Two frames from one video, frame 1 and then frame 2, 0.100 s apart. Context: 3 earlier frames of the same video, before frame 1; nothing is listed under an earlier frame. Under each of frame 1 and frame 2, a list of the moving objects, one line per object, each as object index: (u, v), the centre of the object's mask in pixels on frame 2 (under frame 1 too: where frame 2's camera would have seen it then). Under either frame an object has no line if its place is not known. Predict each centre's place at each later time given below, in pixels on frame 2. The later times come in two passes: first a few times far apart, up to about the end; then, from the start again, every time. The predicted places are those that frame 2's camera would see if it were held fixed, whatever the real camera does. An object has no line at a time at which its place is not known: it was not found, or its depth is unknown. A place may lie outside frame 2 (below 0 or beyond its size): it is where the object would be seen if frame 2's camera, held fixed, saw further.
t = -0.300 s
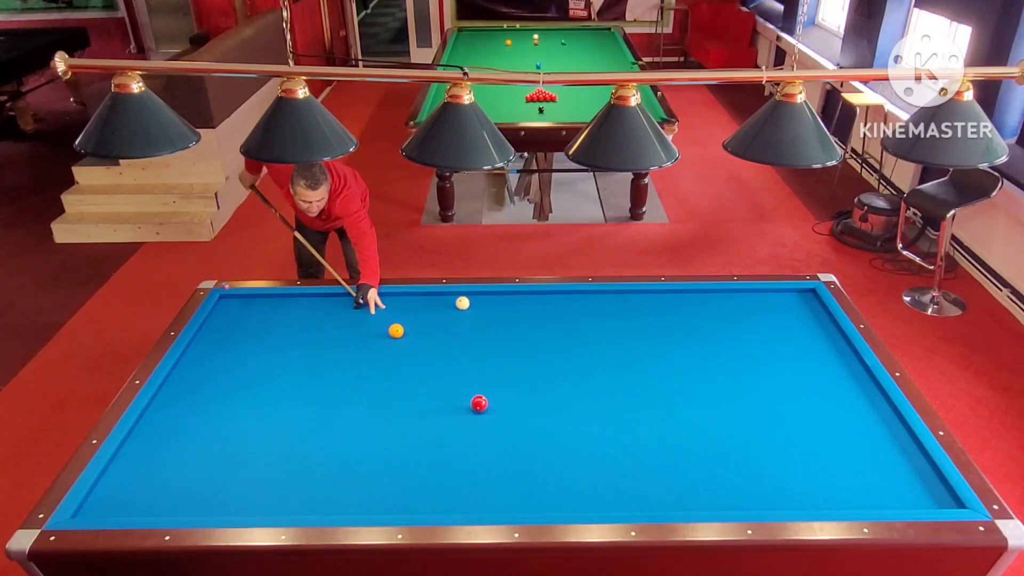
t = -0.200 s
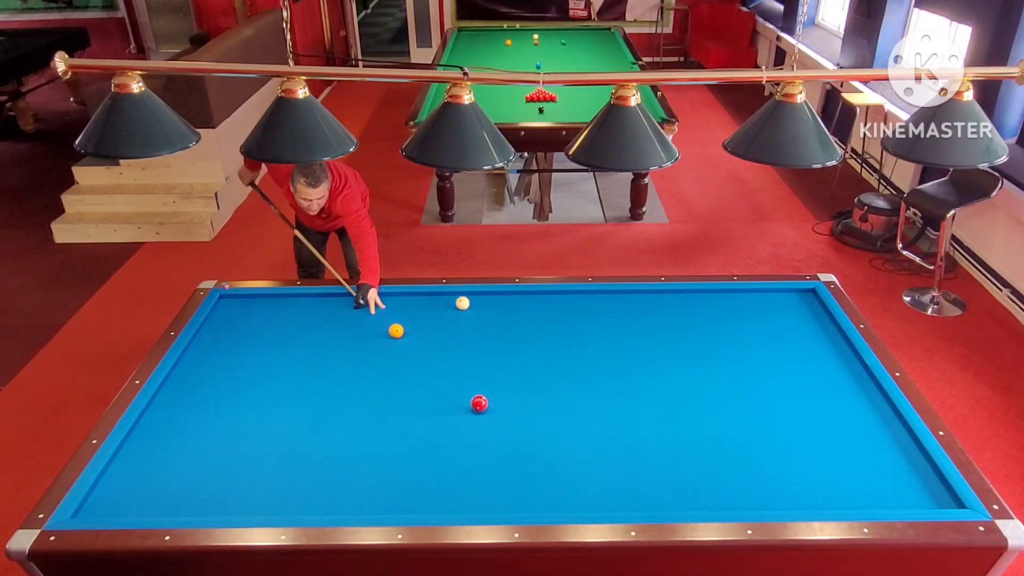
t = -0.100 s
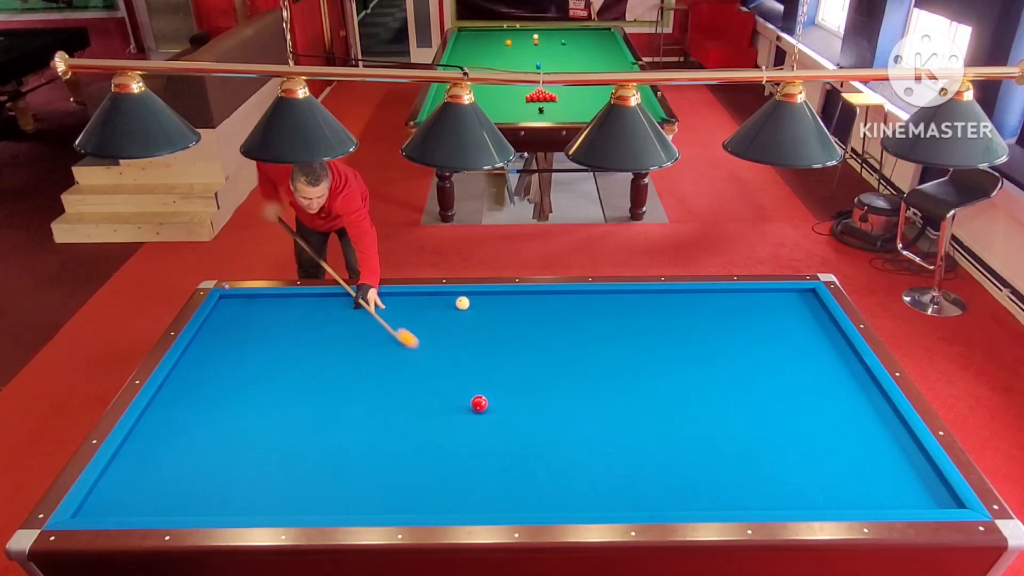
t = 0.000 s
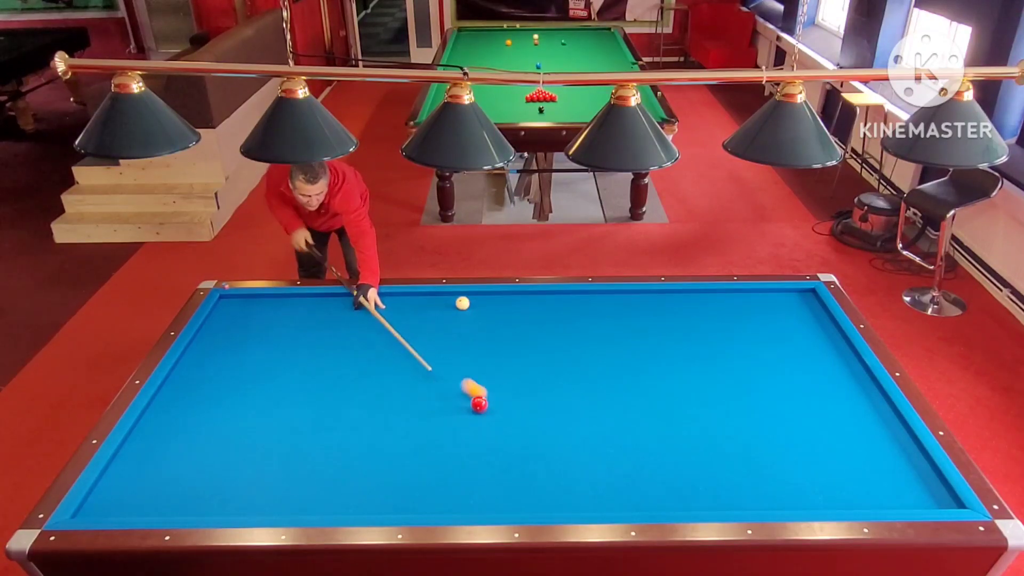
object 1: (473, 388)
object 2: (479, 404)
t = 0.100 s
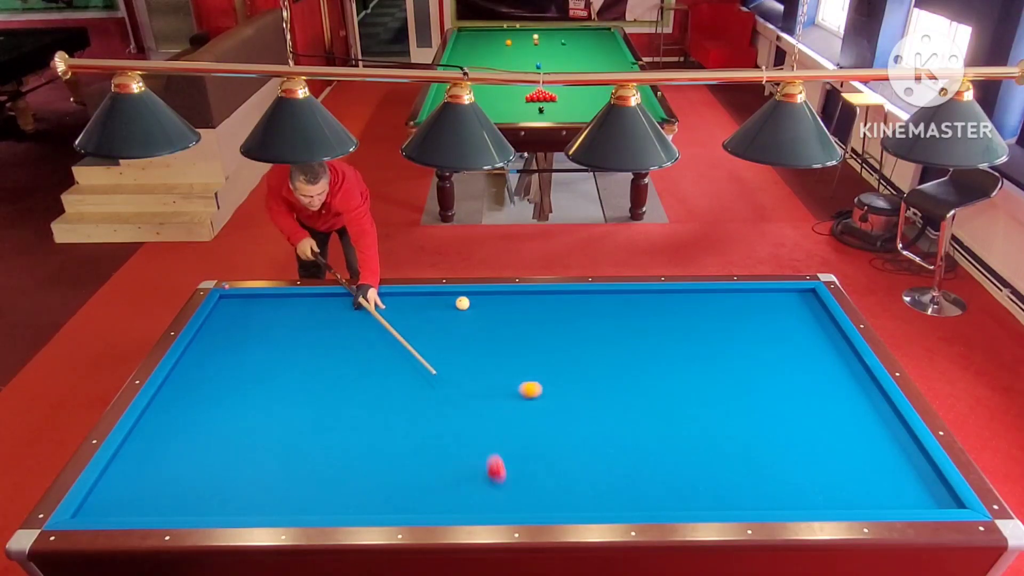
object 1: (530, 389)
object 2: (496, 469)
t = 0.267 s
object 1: (610, 384)
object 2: (524, 447)
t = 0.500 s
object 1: (699, 379)
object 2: (548, 358)
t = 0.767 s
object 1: (794, 374)
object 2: (566, 294)
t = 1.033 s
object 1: (848, 374)
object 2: (576, 339)
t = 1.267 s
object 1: (804, 390)
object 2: (586, 375)
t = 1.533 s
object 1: (767, 407)
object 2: (598, 419)
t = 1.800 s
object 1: (727, 425)
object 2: (614, 472)
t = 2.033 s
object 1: (692, 440)
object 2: (623, 496)
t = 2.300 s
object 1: (650, 460)
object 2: (620, 462)
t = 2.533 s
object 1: (611, 477)
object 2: (617, 437)
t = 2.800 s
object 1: (565, 497)
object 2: (615, 411)
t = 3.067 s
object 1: (512, 503)
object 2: (613, 388)
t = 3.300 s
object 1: (463, 496)
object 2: (612, 370)
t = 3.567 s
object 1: (409, 487)
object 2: (611, 351)
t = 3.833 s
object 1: (357, 480)
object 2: (610, 334)
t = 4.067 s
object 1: (315, 473)
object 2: (609, 321)
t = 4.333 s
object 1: (268, 465)
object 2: (608, 306)
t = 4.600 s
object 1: (223, 459)
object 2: (608, 294)
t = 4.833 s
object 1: (185, 453)
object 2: (610, 300)
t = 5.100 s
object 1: (143, 447)
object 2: (613, 307)
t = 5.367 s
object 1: (149, 434)
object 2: (615, 314)
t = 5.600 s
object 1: (175, 420)
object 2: (618, 320)
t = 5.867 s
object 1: (202, 405)
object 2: (620, 326)
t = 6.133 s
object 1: (227, 392)
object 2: (623, 333)
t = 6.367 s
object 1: (247, 381)
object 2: (625, 338)
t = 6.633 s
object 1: (269, 369)
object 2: (627, 344)
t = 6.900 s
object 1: (289, 358)
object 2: (629, 350)
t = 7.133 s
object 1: (305, 349)
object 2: (631, 355)
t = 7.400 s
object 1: (322, 339)
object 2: (633, 360)
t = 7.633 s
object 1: (336, 331)
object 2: (634, 364)
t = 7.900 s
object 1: (351, 323)
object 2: (636, 368)
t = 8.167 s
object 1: (364, 315)
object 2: (637, 372)
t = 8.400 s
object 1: (376, 309)
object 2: (637, 374)
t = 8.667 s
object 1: (388, 302)
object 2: (638, 377)
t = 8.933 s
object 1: (399, 296)
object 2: (638, 380)
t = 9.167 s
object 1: (409, 298)
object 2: (639, 381)
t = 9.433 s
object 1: (421, 300)
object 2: (639, 382)
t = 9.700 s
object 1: (433, 303)
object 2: (639, 383)
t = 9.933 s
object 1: (443, 305)
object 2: (638, 383)
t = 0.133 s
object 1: (548, 388)
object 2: (503, 495)
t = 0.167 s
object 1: (564, 387)
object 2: (509, 502)
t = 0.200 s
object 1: (580, 386)
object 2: (514, 482)
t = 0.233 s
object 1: (595, 385)
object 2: (519, 464)
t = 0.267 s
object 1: (610, 384)
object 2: (524, 447)
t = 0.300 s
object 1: (624, 383)
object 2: (528, 431)
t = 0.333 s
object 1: (637, 382)
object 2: (532, 417)
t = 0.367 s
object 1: (650, 381)
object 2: (535, 403)
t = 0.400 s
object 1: (662, 381)
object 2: (539, 391)
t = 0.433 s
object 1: (675, 380)
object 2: (542, 379)
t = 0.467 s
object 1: (687, 379)
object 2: (545, 368)
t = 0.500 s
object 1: (699, 379)
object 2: (548, 358)
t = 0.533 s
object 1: (711, 378)
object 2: (550, 349)
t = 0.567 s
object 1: (723, 377)
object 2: (553, 340)
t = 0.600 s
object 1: (735, 377)
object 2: (555, 332)
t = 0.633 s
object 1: (747, 376)
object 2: (558, 323)
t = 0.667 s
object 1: (759, 376)
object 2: (560, 315)
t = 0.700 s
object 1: (771, 375)
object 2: (562, 308)
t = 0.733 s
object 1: (783, 374)
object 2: (564, 301)
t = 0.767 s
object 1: (794, 374)
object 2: (566, 294)
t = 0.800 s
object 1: (806, 373)
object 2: (568, 299)
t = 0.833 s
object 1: (818, 372)
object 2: (569, 305)
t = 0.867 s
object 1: (830, 372)
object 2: (570, 311)
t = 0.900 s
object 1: (842, 371)
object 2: (571, 317)
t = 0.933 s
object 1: (853, 370)
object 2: (572, 323)
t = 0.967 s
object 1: (863, 370)
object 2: (573, 328)
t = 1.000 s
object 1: (856, 372)
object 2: (575, 334)
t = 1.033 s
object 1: (848, 374)
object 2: (576, 339)
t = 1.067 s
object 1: (841, 377)
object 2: (577, 345)
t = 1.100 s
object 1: (833, 379)
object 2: (579, 350)
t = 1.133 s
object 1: (826, 382)
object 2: (580, 355)
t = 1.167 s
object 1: (820, 384)
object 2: (582, 359)
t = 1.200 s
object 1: (814, 386)
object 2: (583, 364)
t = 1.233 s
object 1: (809, 388)
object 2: (584, 369)
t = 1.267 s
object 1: (804, 390)
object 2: (586, 375)
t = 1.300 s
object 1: (799, 392)
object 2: (587, 380)
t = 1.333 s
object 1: (795, 394)
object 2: (589, 385)
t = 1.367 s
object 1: (790, 396)
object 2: (591, 391)
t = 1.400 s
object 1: (786, 399)
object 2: (592, 396)
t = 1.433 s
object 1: (781, 401)
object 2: (594, 402)
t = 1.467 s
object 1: (776, 403)
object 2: (595, 408)
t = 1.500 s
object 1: (771, 405)
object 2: (597, 413)
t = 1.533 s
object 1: (767, 407)
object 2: (598, 419)
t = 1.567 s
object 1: (762, 409)
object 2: (600, 426)
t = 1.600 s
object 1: (757, 411)
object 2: (602, 432)
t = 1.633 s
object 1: (752, 413)
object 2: (604, 438)
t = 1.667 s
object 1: (747, 416)
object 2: (606, 445)
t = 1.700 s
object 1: (742, 418)
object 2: (608, 451)
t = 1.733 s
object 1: (737, 420)
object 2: (610, 458)
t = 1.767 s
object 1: (732, 422)
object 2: (612, 465)
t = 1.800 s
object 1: (727, 425)
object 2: (614, 472)
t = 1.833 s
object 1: (722, 427)
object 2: (616, 479)
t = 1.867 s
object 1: (717, 429)
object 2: (618, 486)
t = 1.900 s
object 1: (712, 432)
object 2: (620, 493)
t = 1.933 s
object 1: (707, 434)
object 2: (622, 501)
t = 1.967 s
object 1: (702, 436)
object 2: (624, 505)
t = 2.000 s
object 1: (697, 438)
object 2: (624, 502)
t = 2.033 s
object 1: (692, 440)
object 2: (623, 496)
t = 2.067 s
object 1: (687, 443)
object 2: (622, 491)
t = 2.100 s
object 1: (682, 445)
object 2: (622, 486)
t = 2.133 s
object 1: (676, 448)
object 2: (621, 482)
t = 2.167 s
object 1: (671, 450)
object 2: (621, 478)
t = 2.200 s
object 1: (666, 452)
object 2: (621, 473)
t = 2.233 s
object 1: (660, 455)
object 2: (620, 470)
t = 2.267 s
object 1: (655, 457)
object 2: (620, 466)
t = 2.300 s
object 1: (650, 460)
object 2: (620, 462)
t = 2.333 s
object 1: (644, 462)
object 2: (619, 459)
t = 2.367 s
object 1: (639, 464)
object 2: (619, 455)
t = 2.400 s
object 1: (633, 467)
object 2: (619, 451)
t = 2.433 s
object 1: (628, 469)
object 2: (618, 447)
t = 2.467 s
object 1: (622, 472)
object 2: (618, 444)
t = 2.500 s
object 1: (617, 474)
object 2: (618, 440)
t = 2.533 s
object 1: (611, 477)
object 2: (617, 437)
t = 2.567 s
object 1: (605, 479)
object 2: (617, 434)
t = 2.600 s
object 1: (600, 482)
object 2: (617, 430)
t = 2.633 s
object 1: (594, 484)
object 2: (617, 427)
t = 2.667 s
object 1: (588, 487)
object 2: (616, 424)
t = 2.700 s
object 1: (583, 489)
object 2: (616, 421)
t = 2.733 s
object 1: (577, 492)
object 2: (616, 417)
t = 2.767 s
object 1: (571, 494)
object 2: (616, 414)
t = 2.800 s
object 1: (565, 497)
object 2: (615, 411)
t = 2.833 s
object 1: (559, 499)
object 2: (615, 408)
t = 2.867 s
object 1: (553, 502)
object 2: (615, 405)
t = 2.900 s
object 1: (547, 504)
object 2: (615, 402)
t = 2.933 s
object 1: (541, 506)
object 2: (614, 400)
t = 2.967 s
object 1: (534, 505)
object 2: (614, 397)
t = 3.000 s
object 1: (527, 504)
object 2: (614, 394)
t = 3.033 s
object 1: (519, 504)
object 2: (613, 391)
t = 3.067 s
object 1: (512, 503)
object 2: (613, 388)
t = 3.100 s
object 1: (505, 502)
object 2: (613, 386)
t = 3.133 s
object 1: (498, 501)
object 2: (613, 383)
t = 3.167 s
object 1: (490, 500)
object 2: (613, 380)
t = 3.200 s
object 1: (484, 499)
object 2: (613, 378)
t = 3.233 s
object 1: (477, 498)
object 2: (612, 375)
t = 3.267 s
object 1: (469, 497)
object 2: (612, 373)
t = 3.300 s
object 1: (463, 496)
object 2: (612, 370)
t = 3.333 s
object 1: (456, 494)
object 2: (612, 368)
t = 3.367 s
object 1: (449, 494)
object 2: (612, 365)
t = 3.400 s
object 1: (442, 492)
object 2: (612, 363)
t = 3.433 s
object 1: (435, 491)
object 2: (611, 361)
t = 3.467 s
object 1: (429, 490)
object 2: (611, 358)
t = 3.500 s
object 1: (422, 489)
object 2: (611, 356)
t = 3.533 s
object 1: (415, 488)
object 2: (611, 354)
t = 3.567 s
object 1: (409, 487)
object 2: (611, 351)
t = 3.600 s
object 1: (402, 486)
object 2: (611, 349)
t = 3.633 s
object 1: (396, 485)
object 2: (610, 347)
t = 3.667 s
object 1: (389, 484)
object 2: (610, 345)
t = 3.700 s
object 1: (383, 483)
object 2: (610, 343)
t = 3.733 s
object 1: (376, 482)
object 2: (610, 341)
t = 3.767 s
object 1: (370, 481)
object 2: (610, 339)
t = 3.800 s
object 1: (364, 480)
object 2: (610, 336)
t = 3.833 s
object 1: (357, 480)
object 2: (610, 334)
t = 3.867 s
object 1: (351, 479)
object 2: (610, 332)
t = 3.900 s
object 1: (345, 477)
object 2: (609, 330)
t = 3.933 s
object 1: (339, 476)
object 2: (609, 328)
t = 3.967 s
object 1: (333, 475)
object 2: (609, 326)
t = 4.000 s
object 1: (327, 475)
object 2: (609, 325)
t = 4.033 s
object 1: (321, 474)
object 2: (609, 323)
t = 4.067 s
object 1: (315, 473)
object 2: (609, 321)
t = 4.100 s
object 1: (309, 472)
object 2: (609, 319)
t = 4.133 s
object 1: (303, 471)
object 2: (609, 317)
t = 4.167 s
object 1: (297, 470)
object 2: (609, 315)
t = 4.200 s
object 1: (291, 469)
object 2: (609, 313)
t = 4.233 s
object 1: (285, 468)
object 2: (608, 312)
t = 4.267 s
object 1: (279, 467)
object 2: (608, 310)
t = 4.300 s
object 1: (273, 466)
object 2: (608, 308)
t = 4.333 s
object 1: (268, 465)
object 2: (608, 306)
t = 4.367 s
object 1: (262, 465)
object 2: (608, 305)
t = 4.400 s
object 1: (256, 464)
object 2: (608, 303)
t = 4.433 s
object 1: (251, 463)
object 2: (608, 302)
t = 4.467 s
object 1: (245, 462)
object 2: (608, 300)
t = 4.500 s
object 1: (239, 461)
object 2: (608, 298)
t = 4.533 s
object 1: (234, 460)
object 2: (608, 297)
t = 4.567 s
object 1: (228, 459)
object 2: (608, 295)
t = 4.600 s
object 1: (223, 459)
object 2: (608, 294)
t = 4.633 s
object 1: (217, 458)
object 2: (608, 294)
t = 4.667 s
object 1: (212, 457)
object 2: (608, 295)
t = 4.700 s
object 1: (206, 456)
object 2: (609, 296)
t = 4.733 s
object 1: (201, 455)
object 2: (609, 297)
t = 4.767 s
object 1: (196, 454)
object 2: (609, 298)
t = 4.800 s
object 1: (190, 453)
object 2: (610, 299)
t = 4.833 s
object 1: (185, 453)
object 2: (610, 300)
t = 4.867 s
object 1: (180, 452)
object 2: (610, 301)
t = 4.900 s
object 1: (174, 451)
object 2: (611, 301)
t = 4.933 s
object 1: (169, 451)
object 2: (611, 302)
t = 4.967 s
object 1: (164, 449)
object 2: (611, 303)
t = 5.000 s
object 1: (159, 449)
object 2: (612, 304)
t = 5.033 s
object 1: (154, 448)
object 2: (612, 305)
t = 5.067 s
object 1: (149, 447)
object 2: (612, 306)
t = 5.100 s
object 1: (143, 447)
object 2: (613, 307)
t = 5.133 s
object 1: (139, 446)
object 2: (613, 308)
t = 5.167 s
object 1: (133, 445)
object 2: (613, 309)
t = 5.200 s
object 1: (128, 444)
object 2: (614, 309)
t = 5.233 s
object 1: (131, 443)
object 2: (614, 310)
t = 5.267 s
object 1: (136, 440)
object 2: (615, 311)
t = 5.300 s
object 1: (141, 438)
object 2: (615, 312)
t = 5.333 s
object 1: (146, 436)
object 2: (615, 313)
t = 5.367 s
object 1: (149, 434)
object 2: (615, 314)
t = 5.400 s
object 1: (153, 432)
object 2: (616, 315)
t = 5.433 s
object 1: (157, 430)
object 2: (616, 315)
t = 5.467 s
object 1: (161, 428)
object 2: (616, 316)
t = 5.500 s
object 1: (164, 426)
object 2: (617, 317)
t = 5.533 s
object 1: (168, 424)
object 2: (617, 318)
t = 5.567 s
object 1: (172, 422)
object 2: (618, 319)
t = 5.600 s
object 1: (175, 420)
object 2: (618, 320)
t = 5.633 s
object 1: (179, 418)
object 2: (618, 321)
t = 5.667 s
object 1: (182, 416)
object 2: (619, 321)
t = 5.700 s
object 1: (186, 414)
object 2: (619, 322)
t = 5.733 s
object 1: (189, 412)
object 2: (619, 323)
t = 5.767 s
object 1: (192, 411)
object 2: (619, 324)
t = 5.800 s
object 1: (196, 409)
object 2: (620, 325)
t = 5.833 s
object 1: (199, 407)
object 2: (620, 326)
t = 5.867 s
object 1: (202, 405)
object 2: (620, 326)
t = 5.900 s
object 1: (206, 403)
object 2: (621, 327)
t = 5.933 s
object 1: (209, 402)
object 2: (621, 328)
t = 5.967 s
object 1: (212, 400)
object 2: (621, 329)
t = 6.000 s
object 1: (215, 398)
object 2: (622, 330)
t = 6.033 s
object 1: (218, 397)
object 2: (622, 330)
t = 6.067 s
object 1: (221, 395)
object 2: (622, 331)
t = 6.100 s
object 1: (224, 393)
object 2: (623, 332)
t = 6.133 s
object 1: (227, 392)
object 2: (623, 333)
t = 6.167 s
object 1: (230, 390)
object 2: (623, 334)
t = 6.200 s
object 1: (233, 388)
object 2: (624, 335)
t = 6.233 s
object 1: (236, 387)
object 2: (624, 335)
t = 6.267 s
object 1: (239, 385)
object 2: (624, 336)
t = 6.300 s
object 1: (242, 383)
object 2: (624, 337)
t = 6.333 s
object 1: (245, 382)
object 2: (625, 337)
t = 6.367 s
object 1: (247, 381)
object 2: (625, 338)
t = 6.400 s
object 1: (250, 379)
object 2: (625, 339)
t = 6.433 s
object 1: (253, 378)
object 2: (626, 340)
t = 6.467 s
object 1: (256, 376)
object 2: (626, 341)
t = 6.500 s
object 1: (258, 374)
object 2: (626, 341)
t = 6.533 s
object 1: (261, 373)
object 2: (626, 342)
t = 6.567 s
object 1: (264, 372)
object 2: (627, 343)
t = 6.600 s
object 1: (266, 370)
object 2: (627, 344)
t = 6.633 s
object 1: (269, 369)
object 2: (627, 344)
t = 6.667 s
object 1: (271, 367)
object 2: (628, 345)
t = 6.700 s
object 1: (274, 366)
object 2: (628, 346)
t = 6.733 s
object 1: (276, 364)
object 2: (628, 347)
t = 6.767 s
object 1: (279, 363)
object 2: (628, 347)
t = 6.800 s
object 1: (282, 362)
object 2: (629, 348)
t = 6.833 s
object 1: (284, 360)
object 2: (629, 349)
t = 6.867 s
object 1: (286, 359)
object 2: (629, 349)
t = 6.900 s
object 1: (289, 358)
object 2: (629, 350)
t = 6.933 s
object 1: (291, 356)
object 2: (630, 351)
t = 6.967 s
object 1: (294, 355)
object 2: (630, 351)
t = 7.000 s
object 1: (296, 354)
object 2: (630, 352)
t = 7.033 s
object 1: (298, 352)
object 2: (630, 353)
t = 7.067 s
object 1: (300, 351)
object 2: (631, 353)
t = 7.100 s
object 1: (303, 350)
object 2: (631, 354)
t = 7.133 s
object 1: (305, 349)
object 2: (631, 355)
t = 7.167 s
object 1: (307, 347)
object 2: (631, 355)
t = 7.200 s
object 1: (309, 346)
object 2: (632, 356)
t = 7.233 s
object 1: (312, 345)
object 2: (632, 357)
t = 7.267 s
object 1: (314, 344)
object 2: (632, 357)
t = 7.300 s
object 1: (316, 343)
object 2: (632, 358)
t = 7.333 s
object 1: (318, 341)
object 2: (633, 358)
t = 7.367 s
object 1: (320, 340)
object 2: (633, 359)
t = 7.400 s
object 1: (322, 339)
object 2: (633, 360)
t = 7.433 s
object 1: (324, 338)
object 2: (633, 360)
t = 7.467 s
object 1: (326, 337)
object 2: (633, 361)
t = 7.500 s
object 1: (328, 336)
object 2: (634, 362)
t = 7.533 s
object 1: (330, 335)
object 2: (634, 362)
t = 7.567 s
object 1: (332, 333)
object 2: (634, 362)
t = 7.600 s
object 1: (334, 332)
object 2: (634, 363)
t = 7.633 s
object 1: (336, 331)
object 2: (634, 364)
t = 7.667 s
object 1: (338, 330)
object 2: (634, 364)
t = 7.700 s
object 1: (340, 329)
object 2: (635, 365)
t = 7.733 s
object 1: (342, 328)
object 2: (635, 365)
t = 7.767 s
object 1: (343, 327)
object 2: (635, 366)
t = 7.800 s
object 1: (345, 326)
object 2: (635, 366)
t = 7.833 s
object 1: (347, 325)
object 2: (635, 367)
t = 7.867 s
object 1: (349, 324)
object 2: (635, 367)
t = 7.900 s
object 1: (351, 323)
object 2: (636, 368)
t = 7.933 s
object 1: (353, 322)
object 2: (636, 368)
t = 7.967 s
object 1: (354, 321)
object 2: (636, 369)
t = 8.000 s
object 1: (356, 320)
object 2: (636, 369)
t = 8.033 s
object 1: (358, 319)
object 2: (636, 370)
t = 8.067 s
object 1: (359, 318)
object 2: (636, 370)
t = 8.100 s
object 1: (361, 317)
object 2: (636, 371)
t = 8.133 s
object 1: (363, 316)
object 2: (636, 371)
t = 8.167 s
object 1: (364, 315)
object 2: (637, 372)
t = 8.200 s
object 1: (366, 314)
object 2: (637, 372)
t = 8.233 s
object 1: (368, 313)
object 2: (637, 373)
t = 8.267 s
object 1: (369, 312)
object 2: (637, 373)
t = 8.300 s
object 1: (371, 312)
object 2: (637, 373)
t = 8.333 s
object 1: (372, 311)
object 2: (637, 374)
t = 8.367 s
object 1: (374, 310)
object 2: (637, 374)
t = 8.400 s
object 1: (376, 309)
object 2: (637, 374)
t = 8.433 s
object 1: (377, 308)
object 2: (637, 375)
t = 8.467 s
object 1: (379, 307)
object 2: (637, 375)
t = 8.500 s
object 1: (380, 306)
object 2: (637, 376)
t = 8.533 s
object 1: (382, 305)
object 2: (638, 376)
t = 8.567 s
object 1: (383, 305)
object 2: (638, 376)
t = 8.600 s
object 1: (385, 304)
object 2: (638, 377)
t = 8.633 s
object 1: (386, 303)
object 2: (638, 377)
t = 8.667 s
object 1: (388, 302)
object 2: (638, 377)
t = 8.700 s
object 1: (389, 301)
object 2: (638, 378)
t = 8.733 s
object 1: (391, 301)
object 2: (638, 378)
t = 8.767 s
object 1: (392, 300)
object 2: (638, 378)
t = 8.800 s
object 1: (393, 299)
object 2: (638, 378)
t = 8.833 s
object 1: (395, 298)
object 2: (638, 379)
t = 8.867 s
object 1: (396, 297)
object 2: (638, 379)
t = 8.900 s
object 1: (397, 297)
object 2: (638, 379)
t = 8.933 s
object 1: (399, 296)
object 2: (638, 380)
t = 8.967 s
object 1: (400, 295)
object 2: (639, 380)
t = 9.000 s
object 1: (402, 296)
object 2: (639, 380)
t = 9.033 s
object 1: (403, 296)
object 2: (639, 380)
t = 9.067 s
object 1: (405, 296)
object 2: (639, 381)
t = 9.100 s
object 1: (406, 297)
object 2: (639, 381)
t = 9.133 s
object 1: (408, 297)
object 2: (639, 381)
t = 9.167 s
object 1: (409, 298)
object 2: (639, 381)
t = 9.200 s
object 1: (411, 298)
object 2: (639, 381)
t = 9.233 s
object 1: (412, 298)
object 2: (639, 381)
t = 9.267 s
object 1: (414, 299)
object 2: (639, 382)
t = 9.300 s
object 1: (415, 299)
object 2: (639, 382)
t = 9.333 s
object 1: (417, 299)
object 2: (639, 382)
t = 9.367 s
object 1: (418, 300)
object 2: (639, 382)
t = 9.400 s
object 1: (420, 300)
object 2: (639, 382)
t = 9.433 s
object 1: (421, 300)
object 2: (639, 382)
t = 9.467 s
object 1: (423, 300)
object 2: (639, 383)
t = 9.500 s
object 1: (424, 301)
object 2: (639, 383)
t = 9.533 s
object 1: (426, 301)
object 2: (639, 383)
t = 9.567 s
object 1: (427, 301)
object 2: (639, 383)
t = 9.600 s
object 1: (429, 302)
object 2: (639, 383)
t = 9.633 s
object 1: (430, 302)
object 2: (639, 383)
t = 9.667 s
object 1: (432, 302)
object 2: (639, 383)
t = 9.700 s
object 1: (433, 303)
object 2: (639, 383)
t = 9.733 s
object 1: (434, 303)
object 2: (639, 383)
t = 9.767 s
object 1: (436, 304)
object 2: (639, 383)
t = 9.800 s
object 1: (437, 304)
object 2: (639, 383)
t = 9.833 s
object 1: (439, 304)
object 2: (638, 383)
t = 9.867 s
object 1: (440, 305)
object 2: (638, 383)
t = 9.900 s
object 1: (442, 305)
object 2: (638, 383)
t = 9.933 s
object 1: (443, 305)
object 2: (638, 383)
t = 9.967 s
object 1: (444, 305)
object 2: (638, 383)
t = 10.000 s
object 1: (446, 306)
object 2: (638, 383)
